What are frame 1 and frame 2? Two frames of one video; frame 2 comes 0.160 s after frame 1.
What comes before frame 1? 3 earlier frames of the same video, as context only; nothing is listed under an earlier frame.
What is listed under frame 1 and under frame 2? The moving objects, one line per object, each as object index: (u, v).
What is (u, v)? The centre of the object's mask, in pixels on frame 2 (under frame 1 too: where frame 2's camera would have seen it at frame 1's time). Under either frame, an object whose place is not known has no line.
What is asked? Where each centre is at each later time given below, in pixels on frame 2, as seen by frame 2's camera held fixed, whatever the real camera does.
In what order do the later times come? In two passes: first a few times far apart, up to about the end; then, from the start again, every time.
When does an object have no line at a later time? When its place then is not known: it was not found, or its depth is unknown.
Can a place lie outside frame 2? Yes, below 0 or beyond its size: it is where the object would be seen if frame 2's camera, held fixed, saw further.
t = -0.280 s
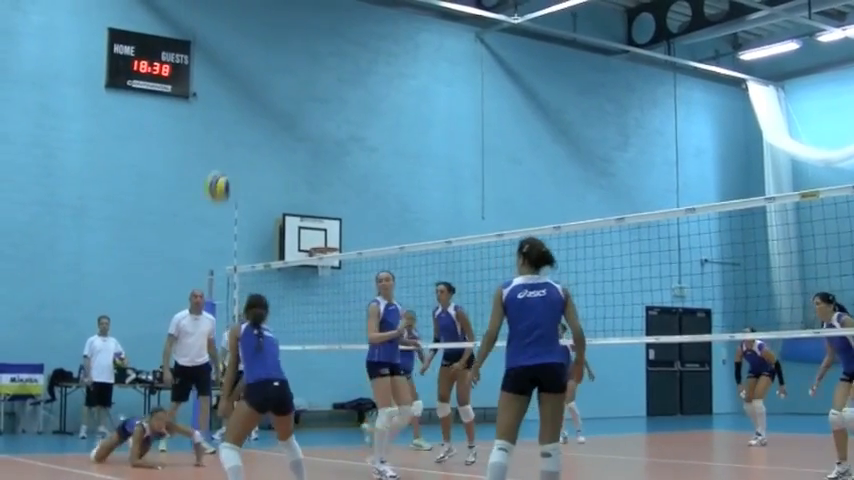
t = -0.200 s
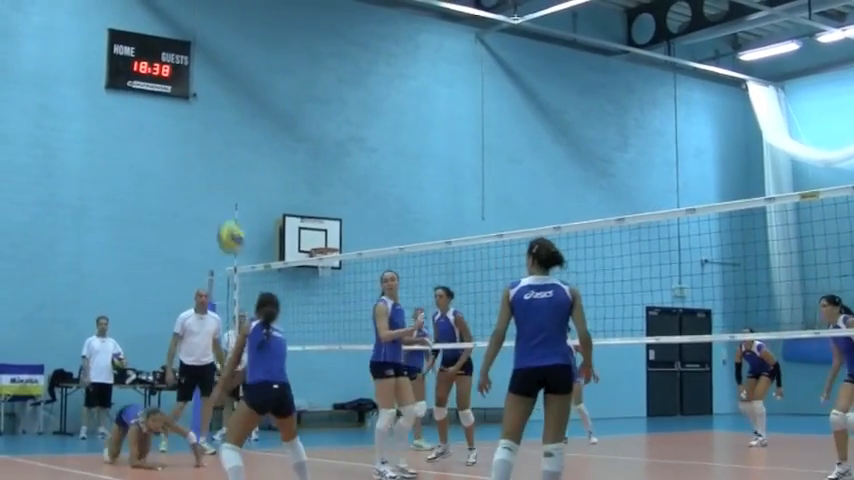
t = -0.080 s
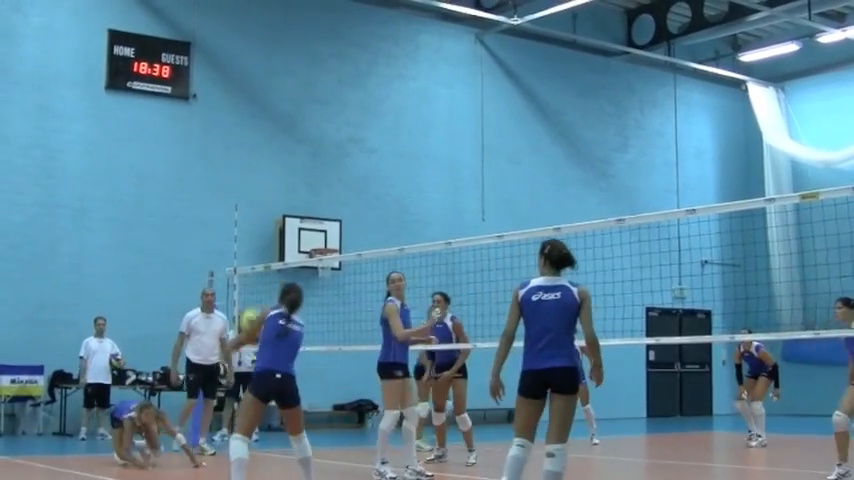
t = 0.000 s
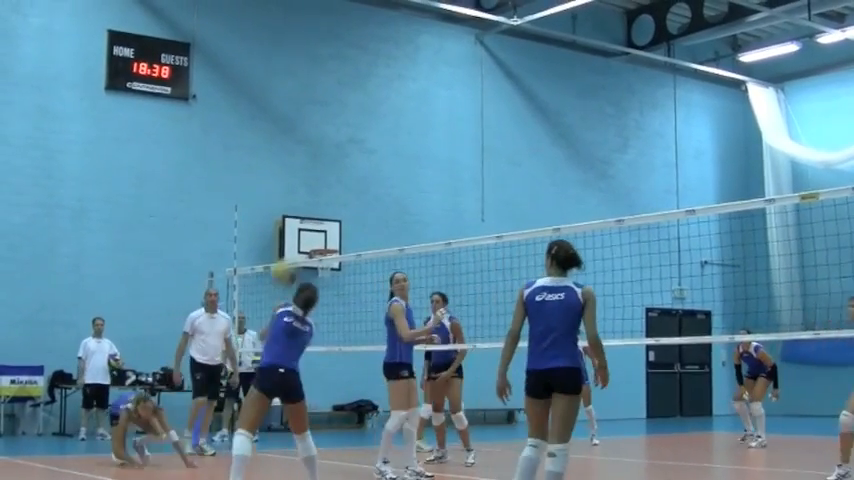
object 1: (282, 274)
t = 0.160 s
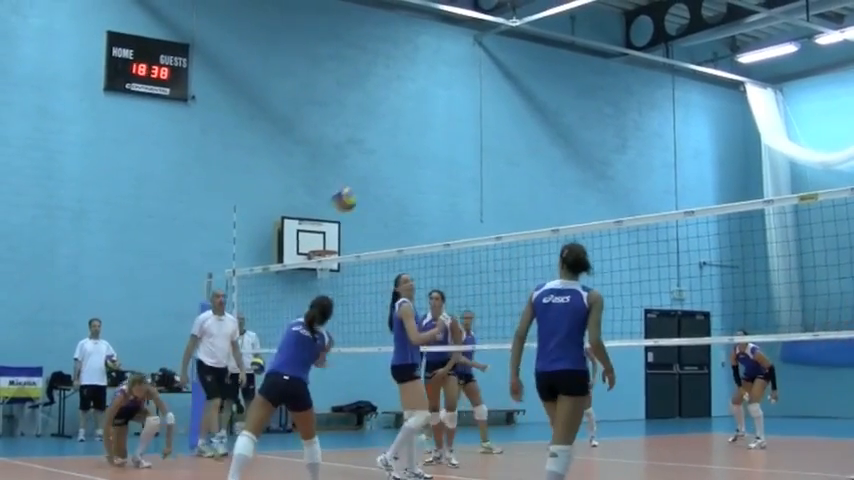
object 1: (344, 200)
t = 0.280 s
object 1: (380, 172)
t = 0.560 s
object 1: (448, 172)
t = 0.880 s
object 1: (506, 252)
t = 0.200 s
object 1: (357, 189)
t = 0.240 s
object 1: (369, 180)
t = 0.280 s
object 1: (380, 172)
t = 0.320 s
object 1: (392, 167)
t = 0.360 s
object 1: (403, 164)
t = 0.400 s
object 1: (412, 162)
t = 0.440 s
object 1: (422, 162)
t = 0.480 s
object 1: (431, 164)
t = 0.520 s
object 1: (440, 167)
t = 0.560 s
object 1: (448, 172)
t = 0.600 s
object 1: (455, 178)
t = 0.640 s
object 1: (463, 185)
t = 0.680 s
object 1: (471, 193)
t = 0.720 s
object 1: (478, 203)
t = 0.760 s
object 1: (485, 214)
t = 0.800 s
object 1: (492, 225)
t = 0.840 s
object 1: (499, 238)
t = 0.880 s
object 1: (506, 252)
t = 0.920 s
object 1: (512, 267)
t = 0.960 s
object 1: (518, 281)
